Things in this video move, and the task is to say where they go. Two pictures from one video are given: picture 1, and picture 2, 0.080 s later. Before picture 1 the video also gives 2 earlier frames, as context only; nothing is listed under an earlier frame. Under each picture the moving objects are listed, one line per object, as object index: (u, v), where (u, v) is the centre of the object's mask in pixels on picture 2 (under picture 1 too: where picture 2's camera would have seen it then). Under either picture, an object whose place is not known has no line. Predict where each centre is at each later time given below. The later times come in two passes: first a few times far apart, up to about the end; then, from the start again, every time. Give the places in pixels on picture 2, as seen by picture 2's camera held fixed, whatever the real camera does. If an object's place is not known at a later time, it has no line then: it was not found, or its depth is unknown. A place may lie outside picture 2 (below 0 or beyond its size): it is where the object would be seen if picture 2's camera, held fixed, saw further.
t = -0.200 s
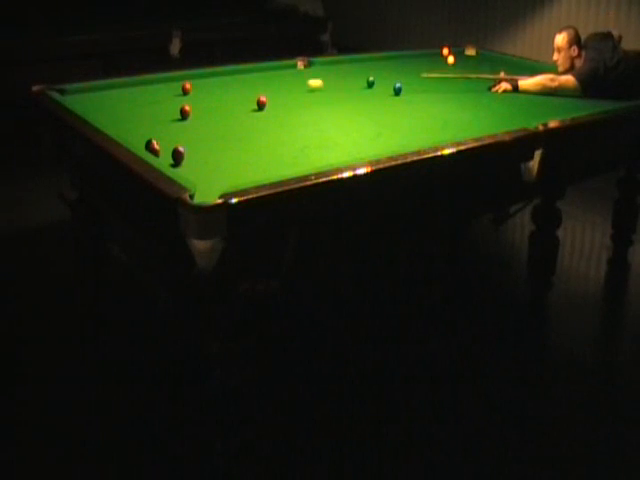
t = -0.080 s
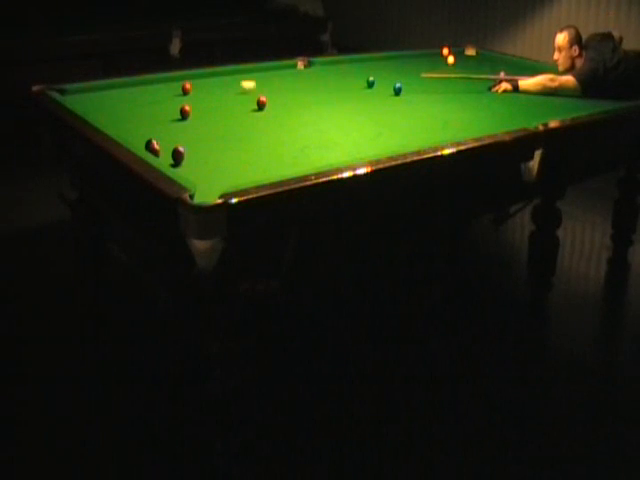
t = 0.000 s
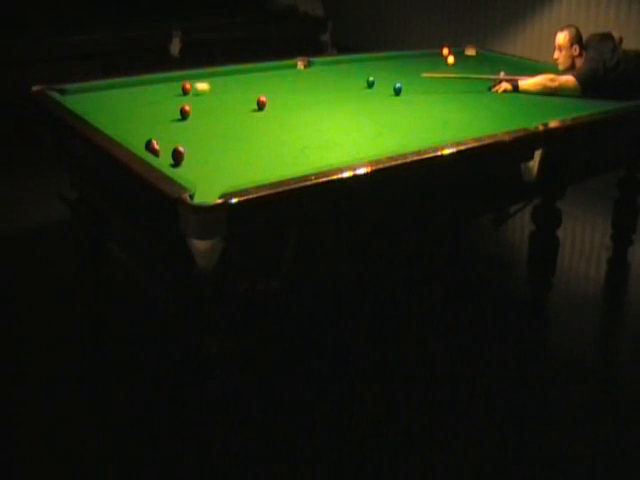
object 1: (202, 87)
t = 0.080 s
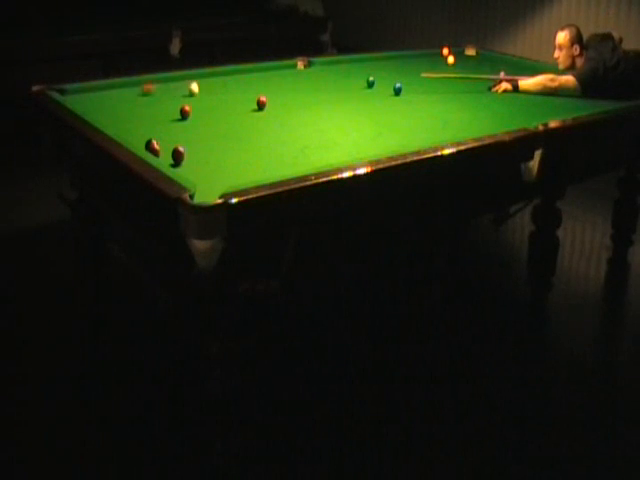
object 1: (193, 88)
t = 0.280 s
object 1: (173, 91)
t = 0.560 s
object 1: (125, 98)
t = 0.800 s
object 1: (83, 103)
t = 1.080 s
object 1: (103, 97)
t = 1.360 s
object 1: (127, 92)
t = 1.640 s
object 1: (148, 86)
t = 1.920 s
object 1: (166, 82)
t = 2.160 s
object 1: (180, 79)
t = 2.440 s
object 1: (195, 75)
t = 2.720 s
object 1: (208, 72)
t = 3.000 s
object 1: (222, 72)
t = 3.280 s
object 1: (234, 71)
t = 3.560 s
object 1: (245, 70)
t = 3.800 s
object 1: (254, 70)
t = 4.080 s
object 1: (262, 69)
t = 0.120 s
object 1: (191, 89)
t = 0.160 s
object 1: (188, 89)
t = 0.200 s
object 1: (184, 90)
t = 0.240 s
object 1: (179, 90)
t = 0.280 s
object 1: (173, 91)
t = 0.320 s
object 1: (166, 93)
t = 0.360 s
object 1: (160, 93)
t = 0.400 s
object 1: (152, 94)
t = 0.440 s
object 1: (146, 95)
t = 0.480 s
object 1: (139, 96)
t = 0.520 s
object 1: (132, 97)
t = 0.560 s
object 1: (125, 98)
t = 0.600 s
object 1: (118, 98)
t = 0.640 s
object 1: (111, 100)
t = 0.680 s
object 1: (104, 101)
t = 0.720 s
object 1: (97, 101)
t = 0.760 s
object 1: (90, 102)
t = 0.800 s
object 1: (83, 103)
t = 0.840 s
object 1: (80, 103)
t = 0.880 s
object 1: (84, 102)
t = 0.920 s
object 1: (88, 101)
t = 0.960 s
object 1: (92, 100)
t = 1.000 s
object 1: (95, 99)
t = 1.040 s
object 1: (99, 98)
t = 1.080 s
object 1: (103, 97)
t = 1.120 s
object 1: (106, 97)
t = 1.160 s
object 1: (110, 96)
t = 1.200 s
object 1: (114, 95)
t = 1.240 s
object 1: (117, 94)
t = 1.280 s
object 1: (120, 93)
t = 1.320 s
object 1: (124, 93)
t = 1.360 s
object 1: (127, 92)
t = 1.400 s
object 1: (130, 91)
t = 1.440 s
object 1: (133, 90)
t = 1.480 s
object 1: (136, 90)
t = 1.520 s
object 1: (139, 89)
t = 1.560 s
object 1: (142, 88)
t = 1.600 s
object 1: (145, 87)
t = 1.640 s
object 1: (148, 86)
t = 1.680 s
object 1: (151, 86)
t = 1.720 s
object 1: (153, 85)
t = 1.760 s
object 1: (156, 85)
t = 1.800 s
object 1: (159, 84)
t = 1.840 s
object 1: (161, 83)
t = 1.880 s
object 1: (164, 83)
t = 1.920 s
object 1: (166, 82)
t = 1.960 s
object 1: (169, 81)
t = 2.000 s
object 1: (171, 81)
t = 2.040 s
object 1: (173, 81)
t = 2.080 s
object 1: (176, 80)
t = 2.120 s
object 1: (178, 79)
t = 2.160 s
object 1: (180, 79)
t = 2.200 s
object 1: (183, 78)
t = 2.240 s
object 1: (185, 78)
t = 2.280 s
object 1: (187, 77)
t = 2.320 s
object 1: (189, 77)
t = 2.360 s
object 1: (191, 76)
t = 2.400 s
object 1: (193, 76)
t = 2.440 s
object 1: (195, 75)
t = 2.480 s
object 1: (197, 75)
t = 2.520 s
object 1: (199, 74)
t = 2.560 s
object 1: (201, 74)
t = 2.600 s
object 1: (203, 74)
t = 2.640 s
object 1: (204, 73)
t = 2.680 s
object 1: (206, 73)
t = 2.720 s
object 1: (208, 72)
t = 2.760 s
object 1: (210, 72)
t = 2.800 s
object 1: (212, 72)
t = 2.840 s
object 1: (214, 72)
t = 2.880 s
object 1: (216, 72)
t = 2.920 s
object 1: (218, 72)
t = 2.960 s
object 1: (220, 71)
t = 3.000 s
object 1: (222, 72)
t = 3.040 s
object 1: (224, 71)
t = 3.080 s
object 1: (226, 71)
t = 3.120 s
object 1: (228, 71)
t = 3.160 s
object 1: (229, 71)
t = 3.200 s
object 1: (231, 71)
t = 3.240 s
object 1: (233, 71)
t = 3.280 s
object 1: (234, 71)
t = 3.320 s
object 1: (236, 71)
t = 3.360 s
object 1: (238, 71)
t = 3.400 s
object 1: (239, 71)
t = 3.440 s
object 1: (241, 70)
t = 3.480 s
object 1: (242, 70)
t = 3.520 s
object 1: (244, 70)
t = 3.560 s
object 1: (245, 70)
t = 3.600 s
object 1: (247, 70)
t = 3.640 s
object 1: (248, 70)
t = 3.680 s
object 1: (250, 70)
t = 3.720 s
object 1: (251, 69)
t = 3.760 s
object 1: (252, 70)
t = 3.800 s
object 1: (254, 70)
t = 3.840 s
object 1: (255, 69)
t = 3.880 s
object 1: (256, 69)
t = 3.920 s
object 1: (257, 69)
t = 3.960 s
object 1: (259, 69)
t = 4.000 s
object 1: (260, 69)
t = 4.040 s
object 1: (261, 69)
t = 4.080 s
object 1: (262, 69)
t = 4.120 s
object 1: (263, 69)
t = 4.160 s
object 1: (264, 69)
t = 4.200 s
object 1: (265, 69)
